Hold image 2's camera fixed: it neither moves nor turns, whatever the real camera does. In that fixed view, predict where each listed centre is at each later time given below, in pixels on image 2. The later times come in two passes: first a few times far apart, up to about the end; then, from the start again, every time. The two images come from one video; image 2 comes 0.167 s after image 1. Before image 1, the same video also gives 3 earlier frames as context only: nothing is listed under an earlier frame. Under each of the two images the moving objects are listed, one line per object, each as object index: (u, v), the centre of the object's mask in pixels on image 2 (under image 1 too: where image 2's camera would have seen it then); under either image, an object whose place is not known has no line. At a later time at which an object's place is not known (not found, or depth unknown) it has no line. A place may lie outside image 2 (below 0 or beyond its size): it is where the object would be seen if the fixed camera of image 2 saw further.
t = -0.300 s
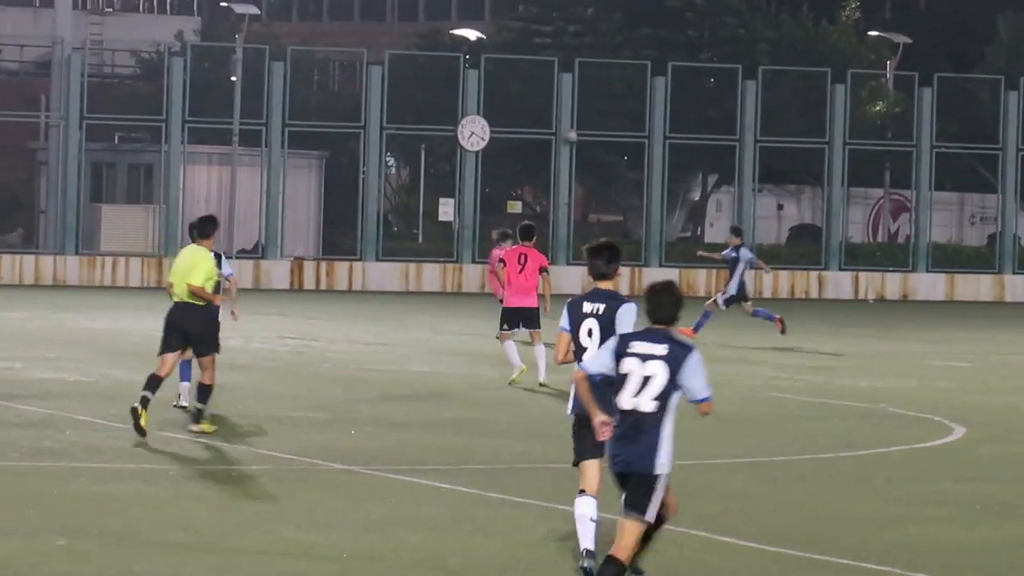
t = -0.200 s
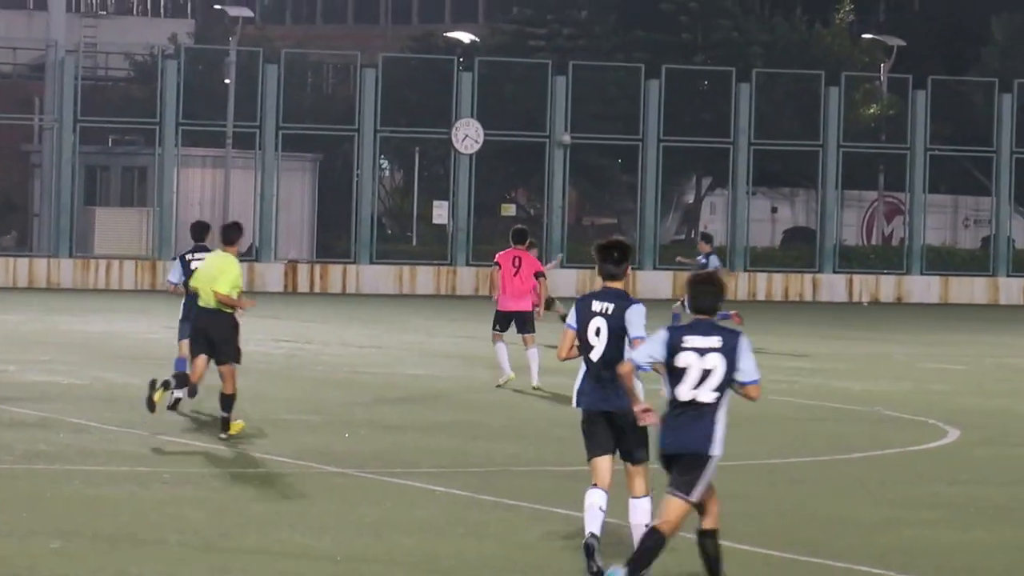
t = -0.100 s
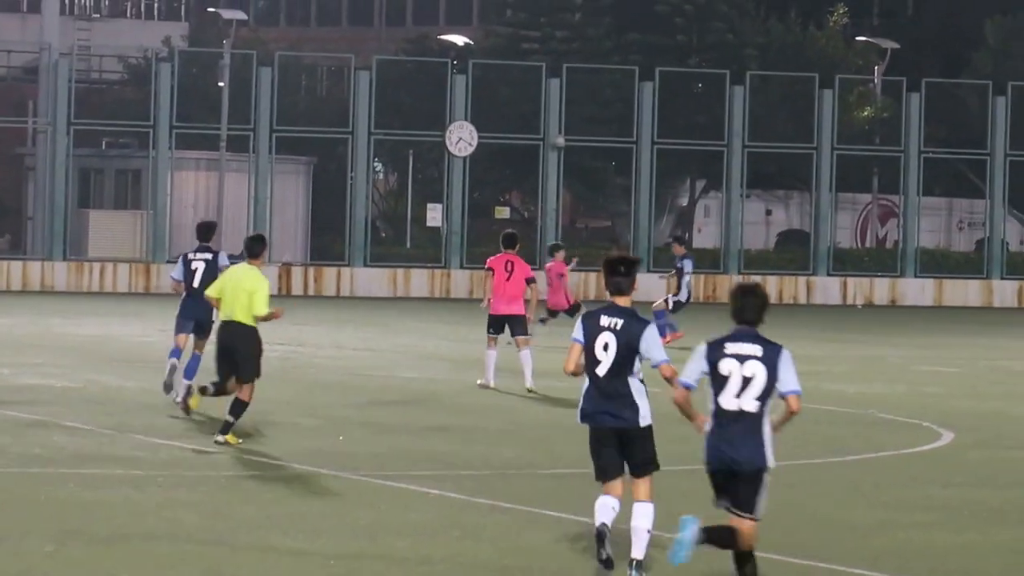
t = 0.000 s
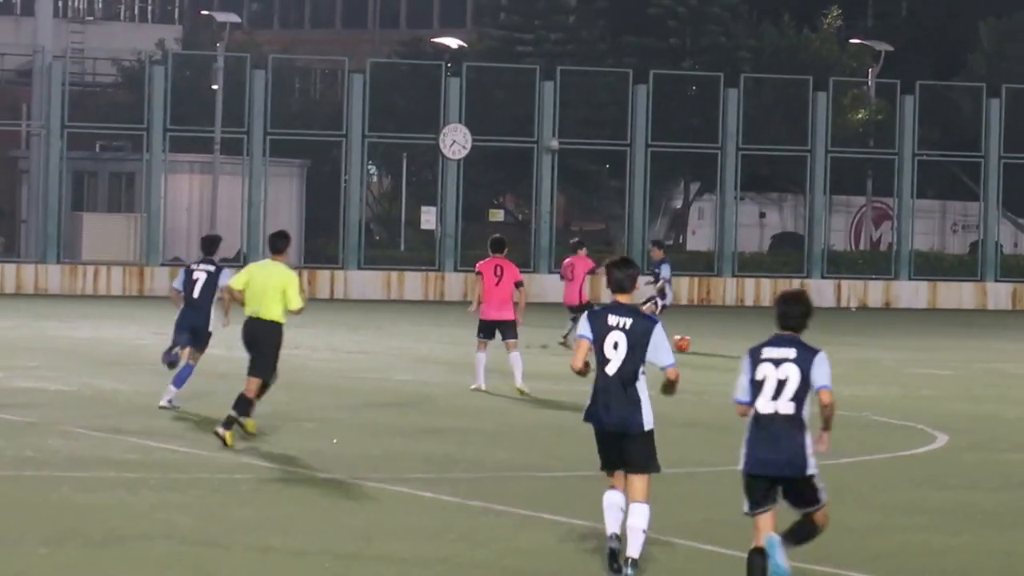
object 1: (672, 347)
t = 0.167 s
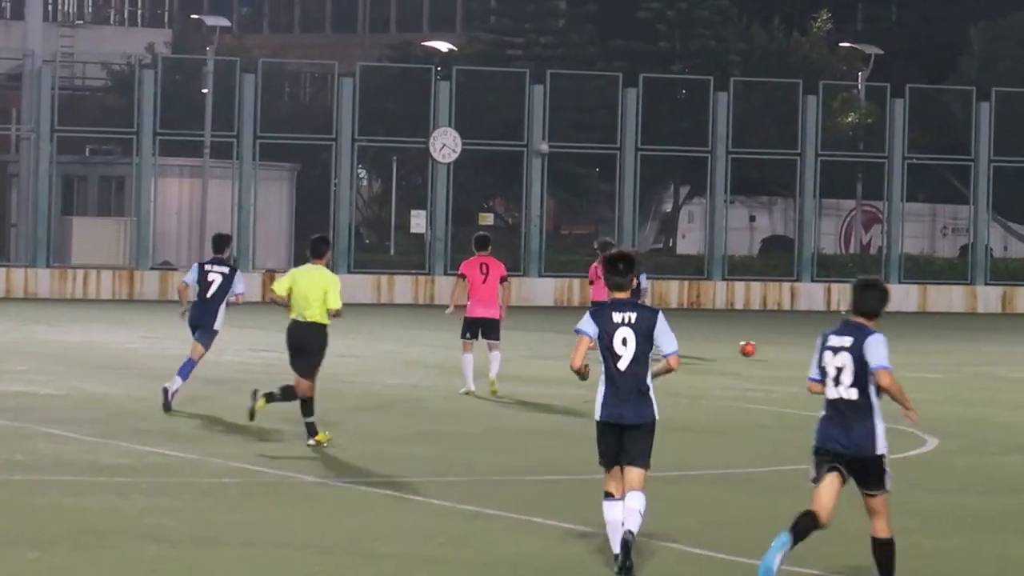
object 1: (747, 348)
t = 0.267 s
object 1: (789, 352)
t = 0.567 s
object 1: (893, 354)
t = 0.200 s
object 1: (761, 349)
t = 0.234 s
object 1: (775, 350)
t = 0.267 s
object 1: (789, 352)
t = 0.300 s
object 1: (801, 352)
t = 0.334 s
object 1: (813, 351)
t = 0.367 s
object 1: (824, 352)
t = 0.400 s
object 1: (836, 353)
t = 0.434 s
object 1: (847, 353)
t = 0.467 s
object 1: (859, 353)
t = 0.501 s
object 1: (870, 353)
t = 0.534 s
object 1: (882, 353)
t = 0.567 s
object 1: (893, 354)
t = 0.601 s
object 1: (904, 354)
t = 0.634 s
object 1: (916, 354)
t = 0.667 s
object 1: (927, 354)
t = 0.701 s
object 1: (938, 354)
